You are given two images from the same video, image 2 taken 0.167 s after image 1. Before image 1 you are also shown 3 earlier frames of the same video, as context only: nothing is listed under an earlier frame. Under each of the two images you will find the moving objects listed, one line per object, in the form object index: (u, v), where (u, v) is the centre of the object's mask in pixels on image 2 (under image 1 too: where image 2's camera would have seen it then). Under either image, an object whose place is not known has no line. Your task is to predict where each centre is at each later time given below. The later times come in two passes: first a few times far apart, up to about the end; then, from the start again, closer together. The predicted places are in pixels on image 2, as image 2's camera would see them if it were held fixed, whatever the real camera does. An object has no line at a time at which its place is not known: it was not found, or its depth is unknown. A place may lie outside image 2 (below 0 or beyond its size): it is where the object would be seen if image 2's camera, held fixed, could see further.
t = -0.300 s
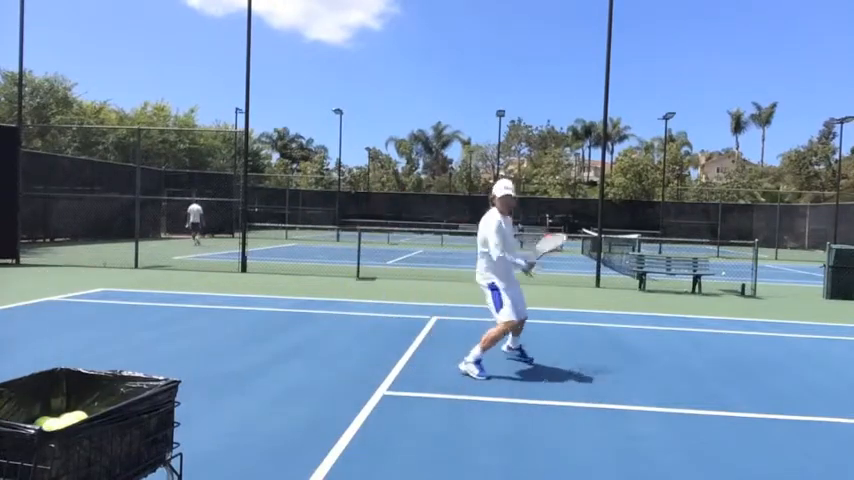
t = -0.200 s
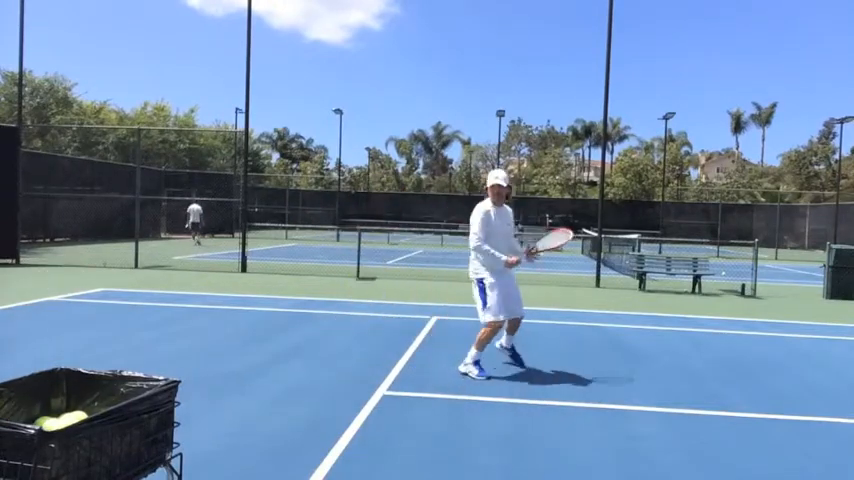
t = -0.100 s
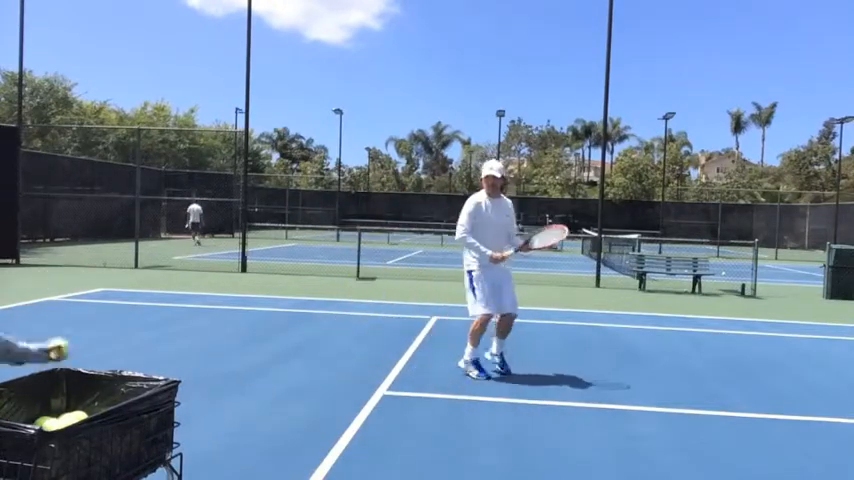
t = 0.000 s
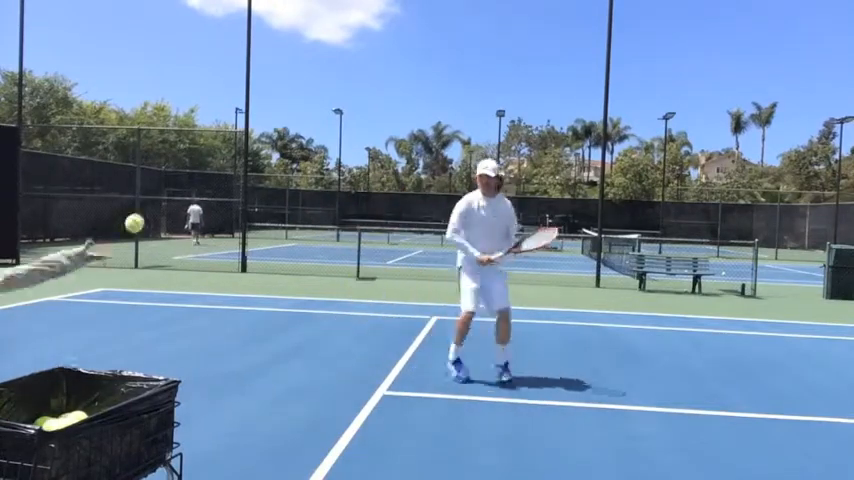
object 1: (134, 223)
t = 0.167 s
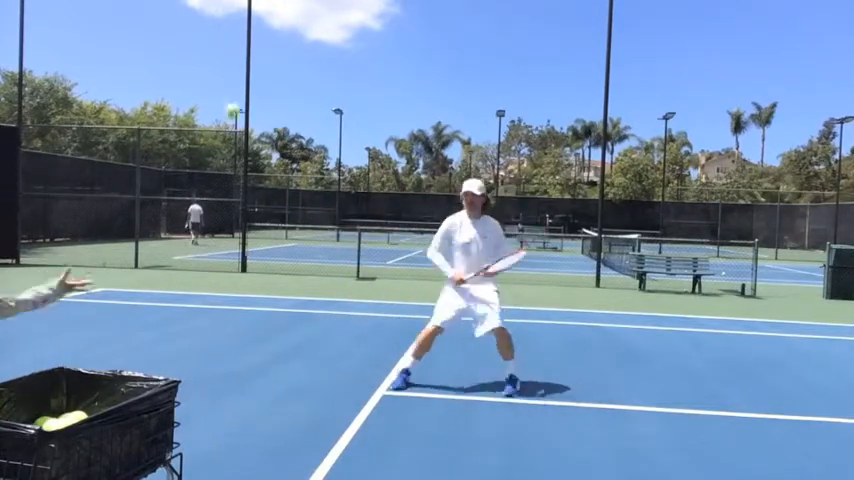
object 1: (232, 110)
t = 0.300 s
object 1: (292, 81)
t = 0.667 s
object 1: (404, 168)
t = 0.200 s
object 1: (248, 99)
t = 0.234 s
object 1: (263, 90)
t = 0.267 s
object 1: (278, 85)
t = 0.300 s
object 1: (292, 81)
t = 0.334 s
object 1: (305, 81)
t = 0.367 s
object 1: (317, 82)
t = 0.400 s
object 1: (329, 85)
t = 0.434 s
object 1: (340, 90)
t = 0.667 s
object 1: (404, 168)
